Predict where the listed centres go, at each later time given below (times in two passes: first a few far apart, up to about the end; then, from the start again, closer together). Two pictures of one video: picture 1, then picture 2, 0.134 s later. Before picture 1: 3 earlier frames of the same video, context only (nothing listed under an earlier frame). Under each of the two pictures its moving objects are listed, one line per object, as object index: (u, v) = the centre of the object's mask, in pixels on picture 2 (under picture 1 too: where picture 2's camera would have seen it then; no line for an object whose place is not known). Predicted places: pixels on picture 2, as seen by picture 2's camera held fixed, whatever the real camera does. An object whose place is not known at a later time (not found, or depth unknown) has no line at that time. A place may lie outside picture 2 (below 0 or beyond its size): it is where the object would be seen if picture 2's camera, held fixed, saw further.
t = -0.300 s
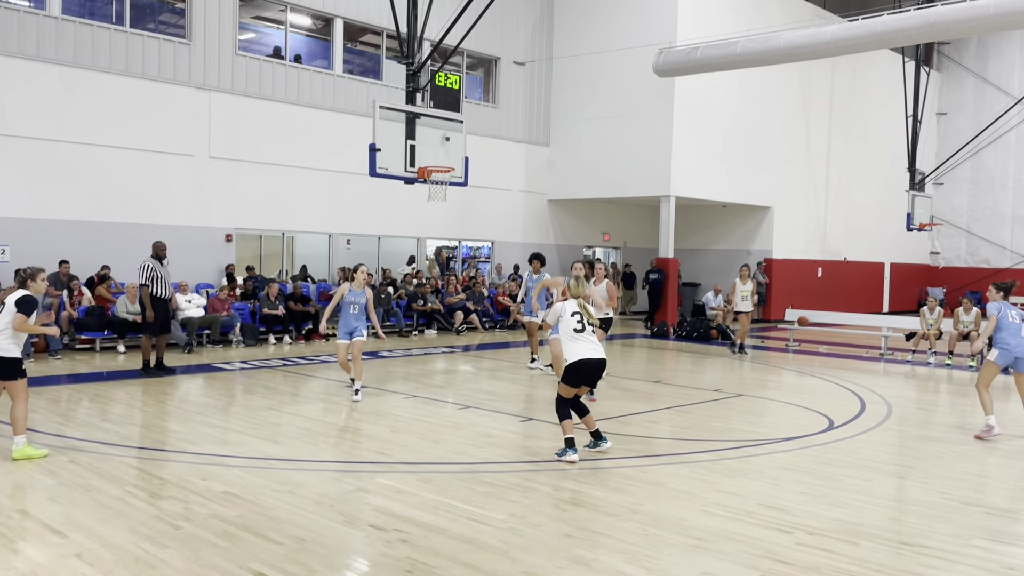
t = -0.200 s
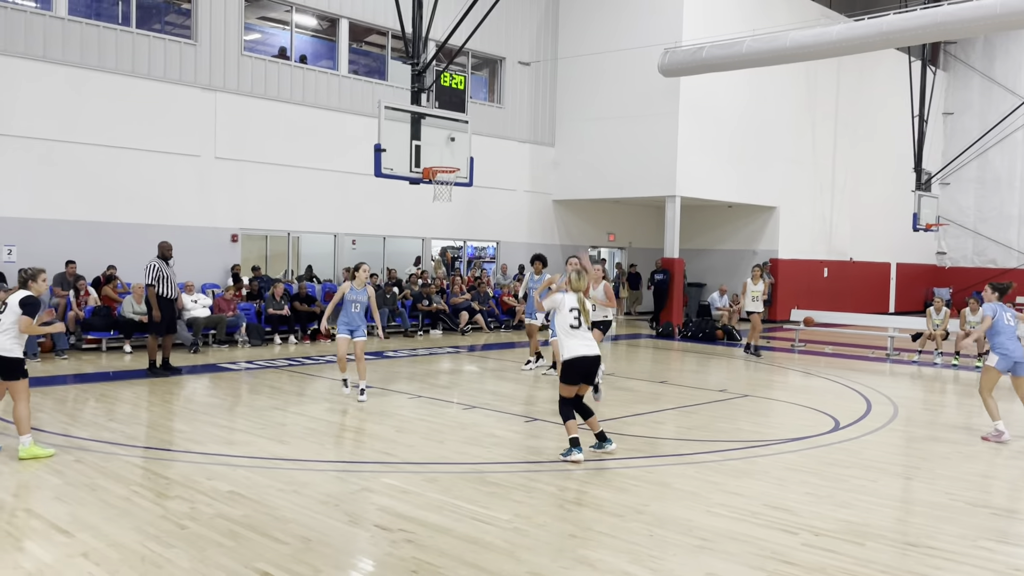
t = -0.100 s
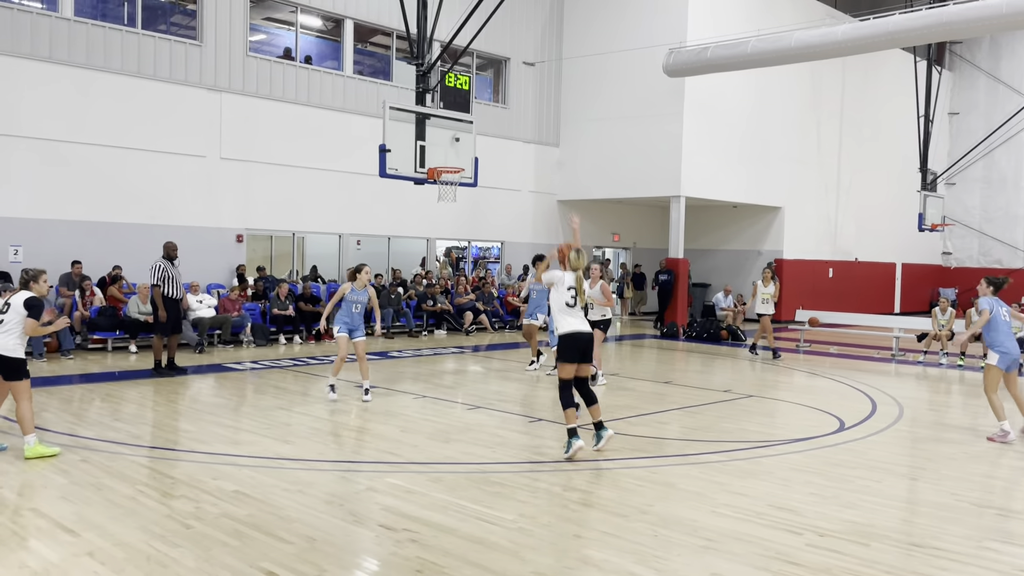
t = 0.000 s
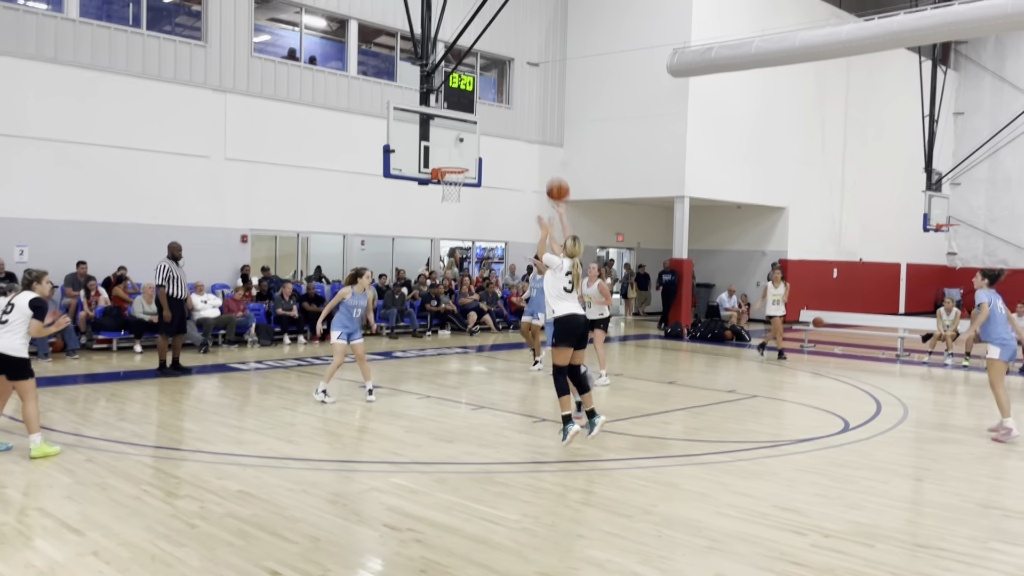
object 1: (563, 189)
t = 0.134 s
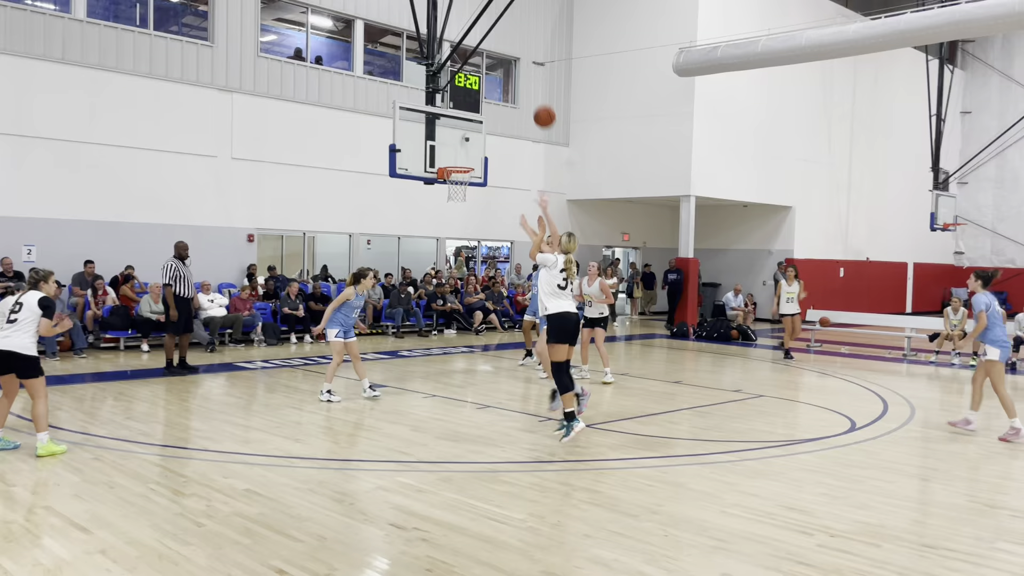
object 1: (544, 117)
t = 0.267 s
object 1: (527, 67)
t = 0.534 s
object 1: (497, 28)
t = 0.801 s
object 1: (472, 48)
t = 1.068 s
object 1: (450, 113)
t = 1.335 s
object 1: (442, 151)
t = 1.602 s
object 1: (462, 154)
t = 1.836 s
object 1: (481, 199)
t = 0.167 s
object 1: (540, 102)
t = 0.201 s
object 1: (536, 89)
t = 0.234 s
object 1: (532, 77)
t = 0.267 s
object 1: (527, 67)
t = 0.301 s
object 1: (523, 58)
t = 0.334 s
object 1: (519, 50)
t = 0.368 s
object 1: (515, 44)
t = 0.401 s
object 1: (512, 39)
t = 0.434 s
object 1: (508, 34)
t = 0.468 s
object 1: (504, 31)
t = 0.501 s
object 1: (501, 29)
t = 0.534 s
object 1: (497, 28)
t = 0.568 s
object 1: (494, 27)
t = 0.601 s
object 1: (490, 28)
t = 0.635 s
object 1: (487, 29)
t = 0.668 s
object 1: (484, 31)
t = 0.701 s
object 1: (481, 35)
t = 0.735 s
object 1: (478, 38)
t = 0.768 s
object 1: (475, 43)
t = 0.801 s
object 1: (472, 48)
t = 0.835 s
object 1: (468, 55)
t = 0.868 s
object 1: (466, 61)
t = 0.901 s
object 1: (463, 68)
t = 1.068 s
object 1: (450, 113)
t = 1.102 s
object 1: (447, 124)
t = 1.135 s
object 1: (445, 135)
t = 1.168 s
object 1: (442, 146)
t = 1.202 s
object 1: (440, 158)
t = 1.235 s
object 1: (435, 162)
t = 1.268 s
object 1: (436, 158)
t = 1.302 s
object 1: (439, 154)
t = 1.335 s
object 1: (442, 151)
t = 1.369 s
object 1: (444, 149)
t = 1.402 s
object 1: (446, 147)
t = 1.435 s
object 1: (449, 146)
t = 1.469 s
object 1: (452, 146)
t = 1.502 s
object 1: (454, 147)
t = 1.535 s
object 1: (457, 148)
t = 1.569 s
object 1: (459, 151)
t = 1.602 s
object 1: (462, 154)
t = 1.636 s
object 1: (464, 158)
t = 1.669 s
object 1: (467, 162)
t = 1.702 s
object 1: (470, 168)
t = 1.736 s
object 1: (473, 174)
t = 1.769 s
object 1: (476, 181)
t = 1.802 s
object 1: (478, 190)
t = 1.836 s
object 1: (481, 199)
